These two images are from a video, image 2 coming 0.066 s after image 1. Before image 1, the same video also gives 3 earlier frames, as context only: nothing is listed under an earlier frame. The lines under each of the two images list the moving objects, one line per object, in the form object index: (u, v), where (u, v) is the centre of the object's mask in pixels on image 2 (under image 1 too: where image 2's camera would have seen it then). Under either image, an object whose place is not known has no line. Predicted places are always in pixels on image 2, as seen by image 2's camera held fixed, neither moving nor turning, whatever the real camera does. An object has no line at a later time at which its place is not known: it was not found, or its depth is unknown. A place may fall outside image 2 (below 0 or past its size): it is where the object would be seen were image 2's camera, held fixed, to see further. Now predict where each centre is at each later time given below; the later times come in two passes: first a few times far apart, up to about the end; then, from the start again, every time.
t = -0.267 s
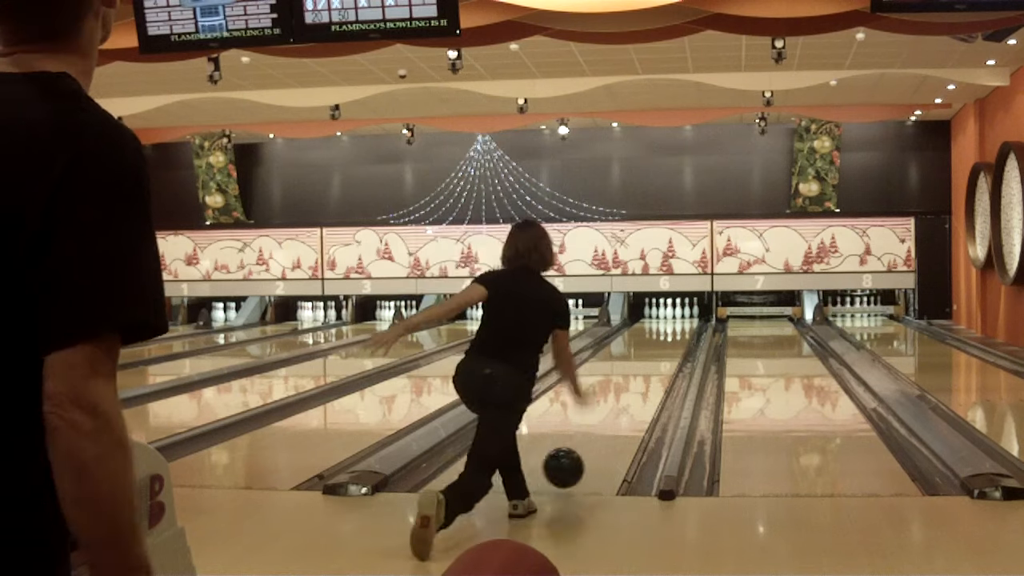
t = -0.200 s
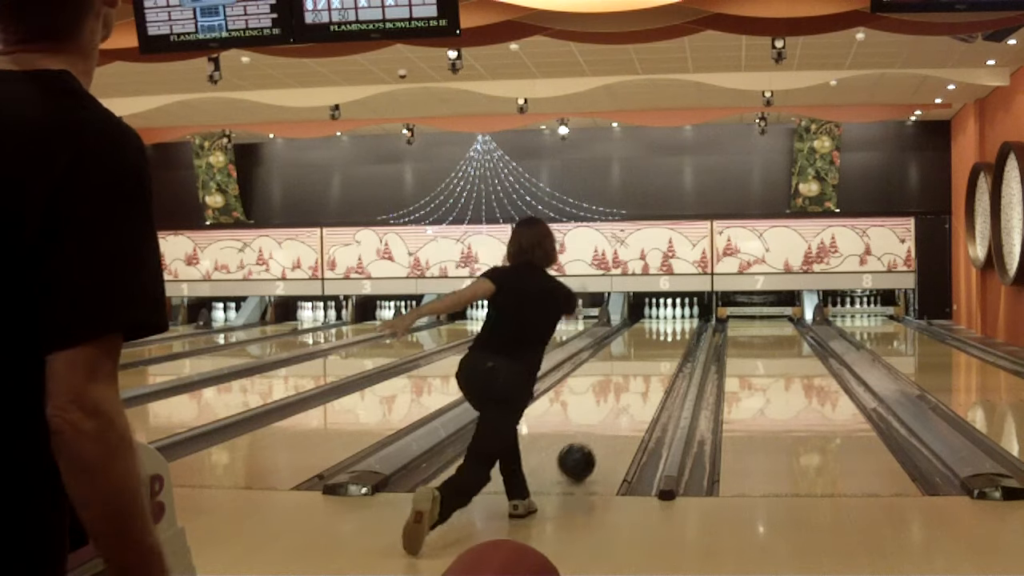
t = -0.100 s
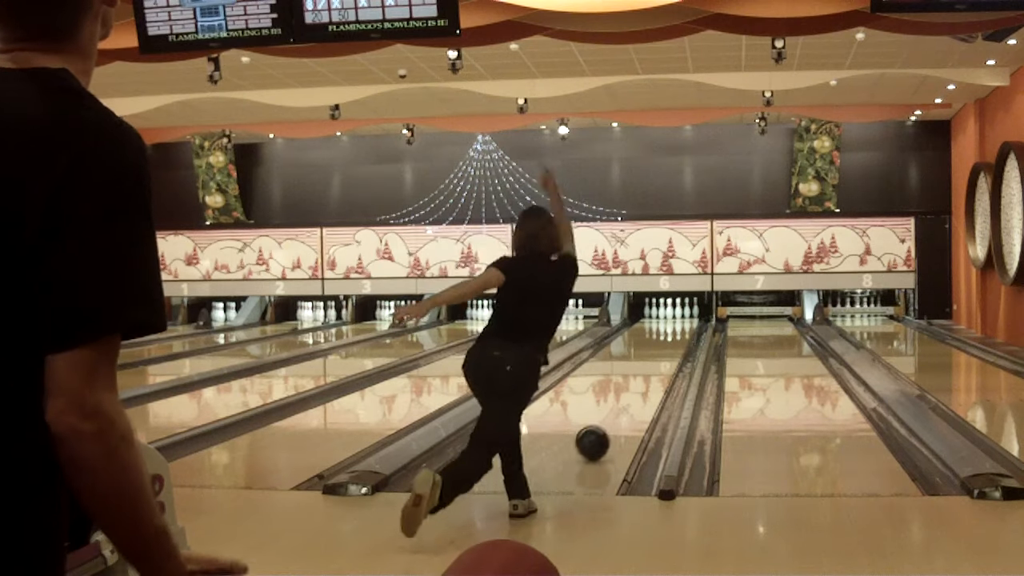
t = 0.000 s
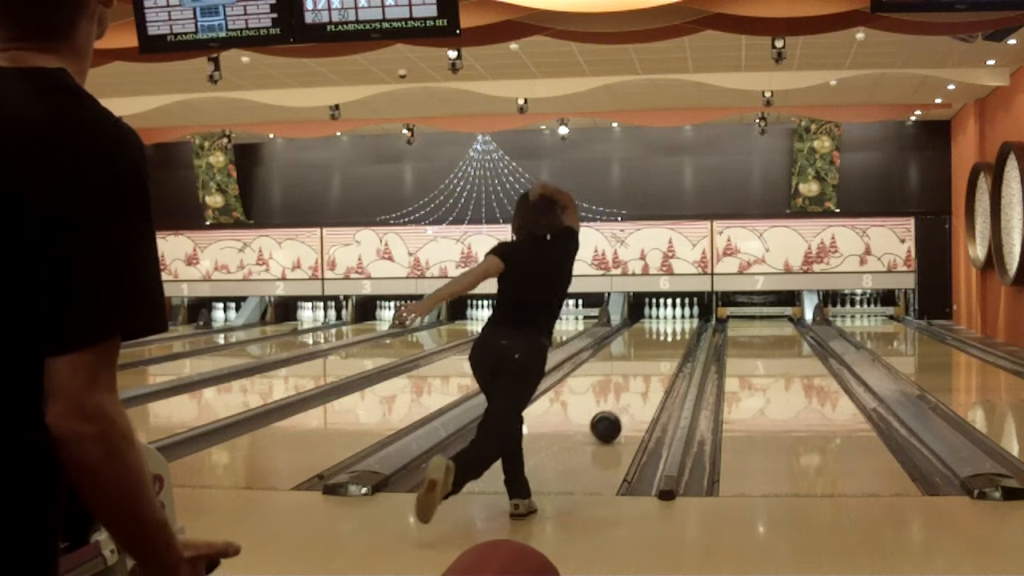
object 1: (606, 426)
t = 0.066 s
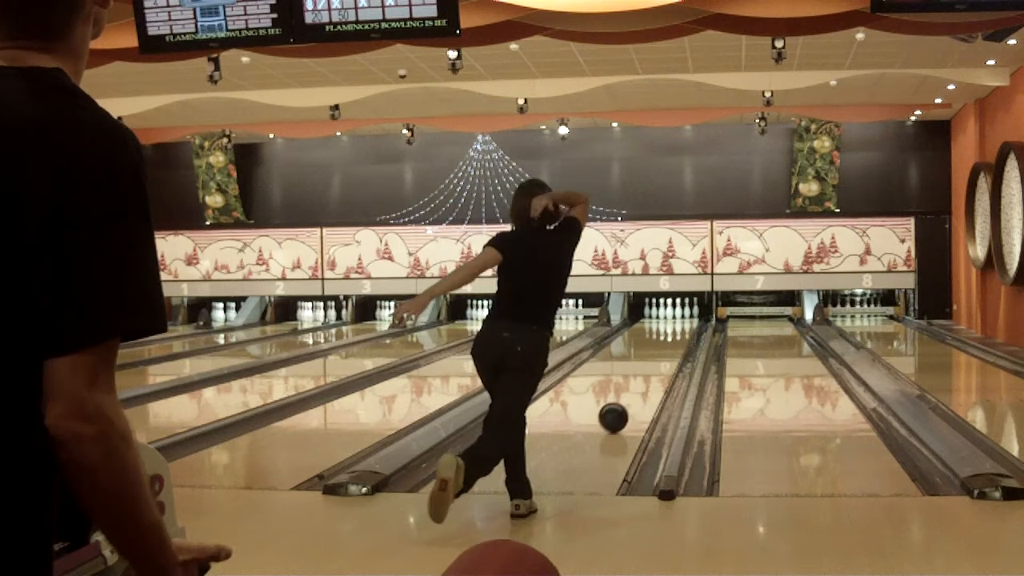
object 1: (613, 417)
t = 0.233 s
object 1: (629, 398)
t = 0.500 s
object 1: (647, 375)
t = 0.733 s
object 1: (658, 359)
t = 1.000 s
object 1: (667, 346)
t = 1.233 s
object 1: (672, 338)
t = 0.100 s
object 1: (616, 413)
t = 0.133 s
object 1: (620, 409)
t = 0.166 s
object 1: (623, 405)
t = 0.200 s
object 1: (626, 401)
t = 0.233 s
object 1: (629, 398)
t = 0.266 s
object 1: (631, 394)
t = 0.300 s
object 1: (634, 391)
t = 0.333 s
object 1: (636, 388)
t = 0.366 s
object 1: (639, 385)
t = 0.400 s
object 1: (641, 382)
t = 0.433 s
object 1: (643, 379)
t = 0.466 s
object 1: (645, 377)
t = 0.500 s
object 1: (647, 375)
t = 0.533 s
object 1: (648, 372)
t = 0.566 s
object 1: (650, 370)
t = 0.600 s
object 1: (652, 368)
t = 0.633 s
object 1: (653, 365)
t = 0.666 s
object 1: (655, 363)
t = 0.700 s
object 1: (656, 361)
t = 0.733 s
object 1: (658, 359)
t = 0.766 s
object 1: (659, 357)
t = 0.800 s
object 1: (660, 356)
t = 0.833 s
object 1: (662, 354)
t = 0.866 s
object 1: (663, 353)
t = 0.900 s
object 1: (664, 350)
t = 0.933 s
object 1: (665, 349)
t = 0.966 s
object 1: (666, 348)
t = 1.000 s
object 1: (667, 346)
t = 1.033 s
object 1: (668, 345)
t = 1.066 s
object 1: (668, 344)
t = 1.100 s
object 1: (669, 342)
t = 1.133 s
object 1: (670, 341)
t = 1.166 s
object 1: (671, 340)
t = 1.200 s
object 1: (671, 339)
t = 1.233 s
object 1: (672, 338)
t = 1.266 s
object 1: (673, 336)
